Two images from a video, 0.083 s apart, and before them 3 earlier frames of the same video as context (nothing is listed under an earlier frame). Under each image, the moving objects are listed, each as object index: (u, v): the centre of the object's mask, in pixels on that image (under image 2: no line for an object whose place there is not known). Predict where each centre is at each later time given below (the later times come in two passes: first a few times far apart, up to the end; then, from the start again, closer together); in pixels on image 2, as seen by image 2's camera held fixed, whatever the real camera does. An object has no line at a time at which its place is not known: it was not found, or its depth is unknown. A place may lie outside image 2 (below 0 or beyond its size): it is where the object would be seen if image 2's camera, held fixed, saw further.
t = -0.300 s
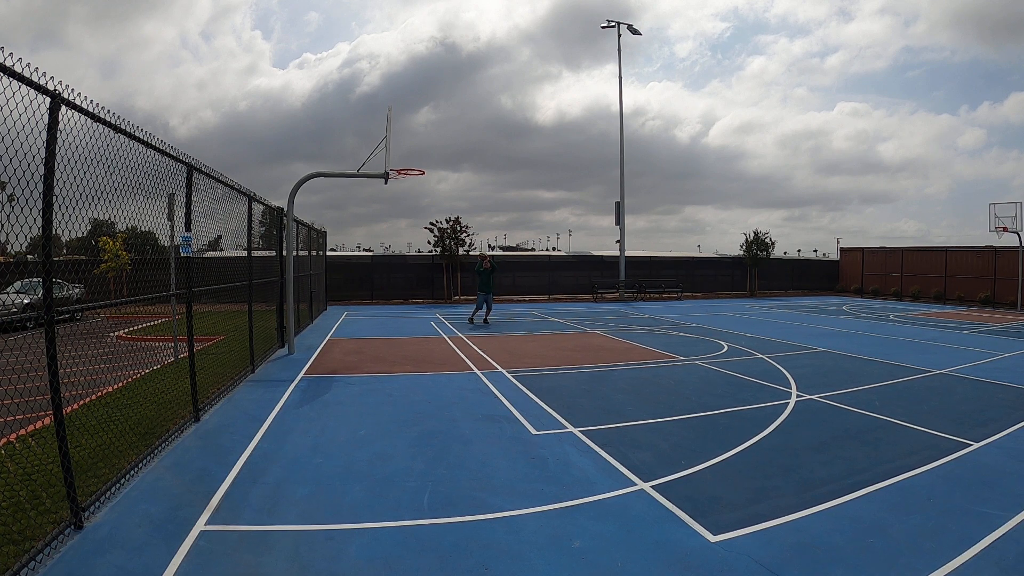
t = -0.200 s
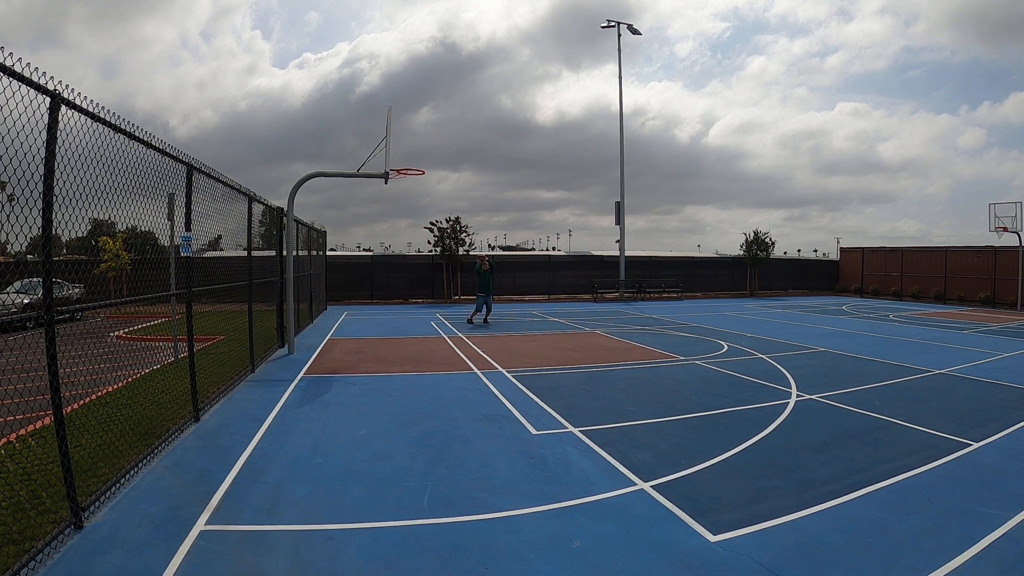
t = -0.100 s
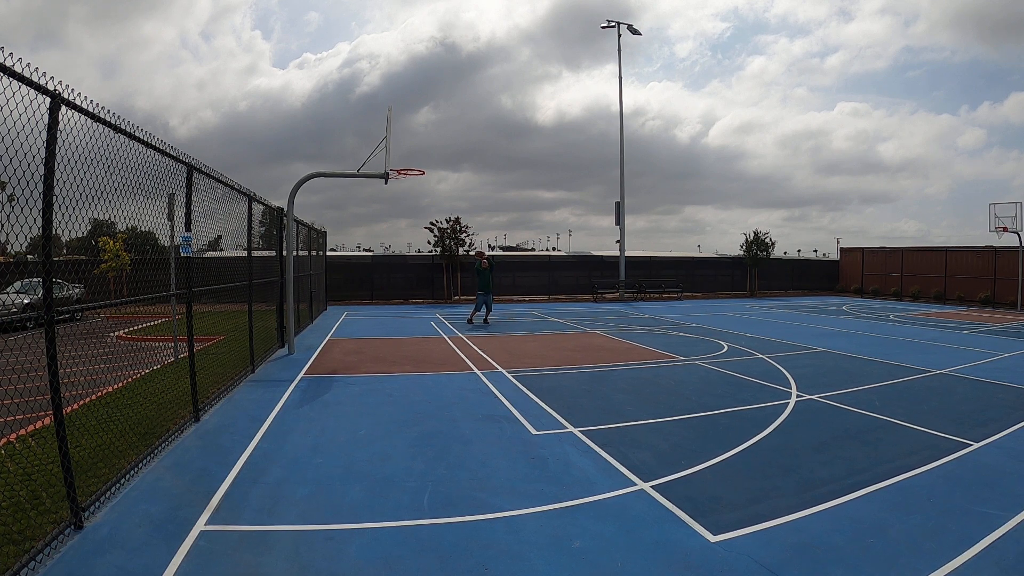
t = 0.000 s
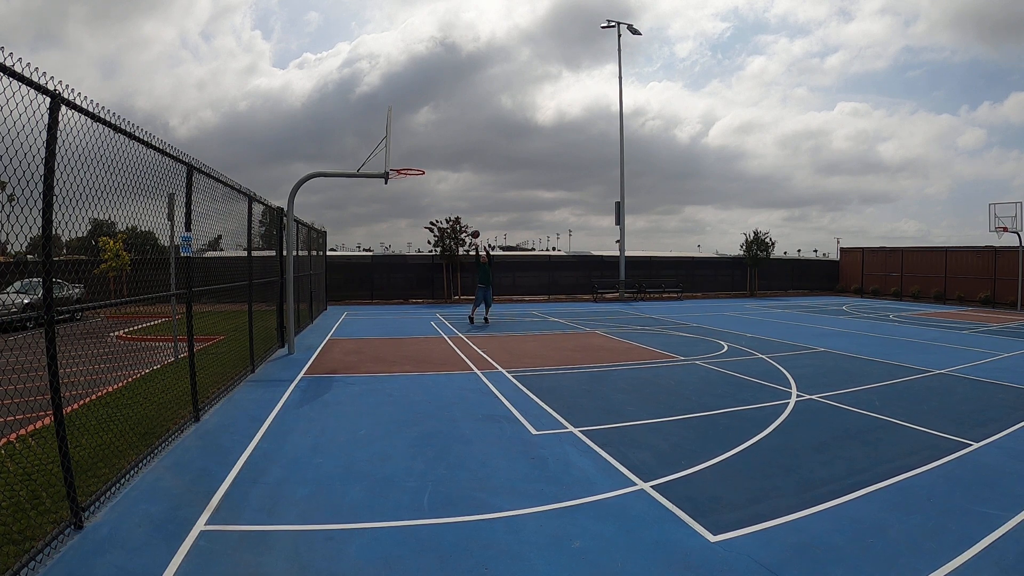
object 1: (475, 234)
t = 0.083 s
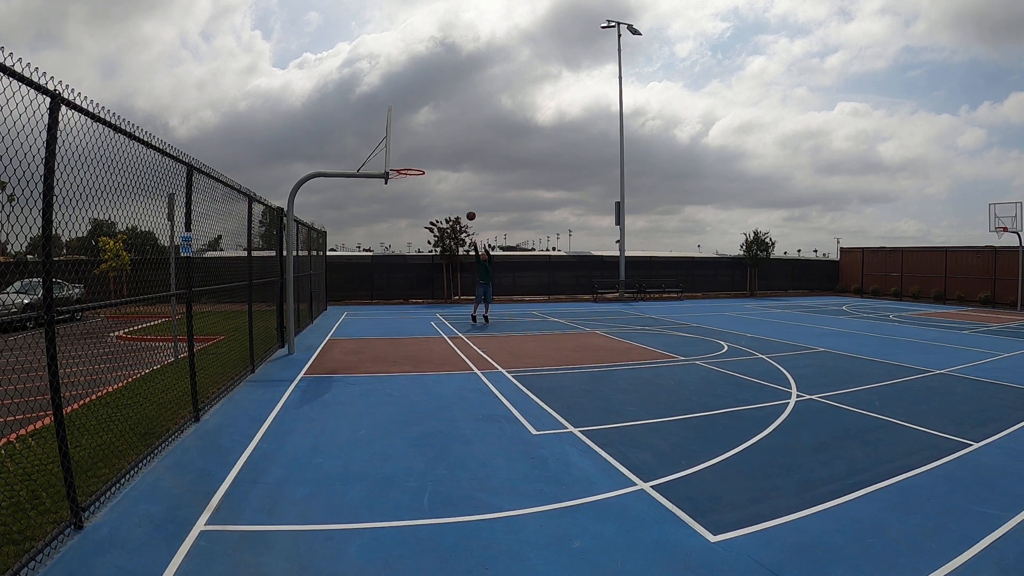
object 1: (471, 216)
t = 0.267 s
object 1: (461, 183)
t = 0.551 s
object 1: (442, 156)
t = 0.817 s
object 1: (419, 163)
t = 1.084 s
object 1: (396, 212)
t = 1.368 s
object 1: (376, 300)
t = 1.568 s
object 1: (367, 308)
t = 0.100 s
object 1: (470, 212)
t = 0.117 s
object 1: (469, 209)
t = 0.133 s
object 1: (468, 206)
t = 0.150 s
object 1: (467, 203)
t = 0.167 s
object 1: (466, 199)
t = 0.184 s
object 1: (465, 196)
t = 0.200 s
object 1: (464, 194)
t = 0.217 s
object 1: (463, 191)
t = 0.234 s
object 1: (463, 188)
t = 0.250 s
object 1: (462, 186)
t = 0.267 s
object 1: (461, 183)
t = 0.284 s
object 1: (459, 181)
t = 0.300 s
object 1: (458, 178)
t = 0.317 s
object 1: (457, 176)
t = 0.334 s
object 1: (456, 174)
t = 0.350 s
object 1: (455, 172)
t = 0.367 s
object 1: (454, 170)
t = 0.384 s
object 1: (453, 168)
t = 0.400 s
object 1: (452, 166)
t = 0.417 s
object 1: (451, 165)
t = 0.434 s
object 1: (450, 163)
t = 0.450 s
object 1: (449, 162)
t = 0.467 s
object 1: (448, 161)
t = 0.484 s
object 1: (446, 160)
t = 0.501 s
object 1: (445, 159)
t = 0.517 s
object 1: (444, 158)
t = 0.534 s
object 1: (443, 157)
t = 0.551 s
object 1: (442, 156)
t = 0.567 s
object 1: (440, 155)
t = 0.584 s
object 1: (439, 155)
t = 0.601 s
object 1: (438, 155)
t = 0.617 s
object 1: (436, 155)
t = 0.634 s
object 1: (435, 154)
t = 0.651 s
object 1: (434, 155)
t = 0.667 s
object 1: (432, 155)
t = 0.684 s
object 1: (431, 155)
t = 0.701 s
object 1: (430, 156)
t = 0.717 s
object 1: (428, 156)
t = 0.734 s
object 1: (427, 157)
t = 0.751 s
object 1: (425, 158)
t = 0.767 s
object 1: (424, 159)
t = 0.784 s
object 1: (422, 160)
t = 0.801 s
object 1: (421, 162)
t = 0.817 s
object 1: (419, 163)
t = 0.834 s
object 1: (418, 164)
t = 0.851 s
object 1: (416, 165)
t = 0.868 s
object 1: (414, 168)
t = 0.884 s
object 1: (413, 171)
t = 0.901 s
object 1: (411, 174)
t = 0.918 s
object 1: (409, 176)
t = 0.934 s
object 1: (408, 180)
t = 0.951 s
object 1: (407, 182)
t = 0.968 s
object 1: (405, 185)
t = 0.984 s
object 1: (404, 189)
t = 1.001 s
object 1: (403, 193)
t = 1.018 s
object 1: (401, 196)
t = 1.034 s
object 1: (400, 200)
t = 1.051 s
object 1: (399, 204)
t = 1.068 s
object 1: (397, 208)
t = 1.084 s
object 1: (396, 212)
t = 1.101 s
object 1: (395, 217)
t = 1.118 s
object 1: (393, 221)
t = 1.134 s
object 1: (392, 226)
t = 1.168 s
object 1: (390, 235)
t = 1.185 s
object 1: (388, 240)
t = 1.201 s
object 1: (387, 245)
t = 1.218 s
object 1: (386, 249)
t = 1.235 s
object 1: (385, 254)
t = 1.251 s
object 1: (384, 260)
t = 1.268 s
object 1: (382, 265)
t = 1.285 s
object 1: (382, 271)
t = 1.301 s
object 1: (380, 277)
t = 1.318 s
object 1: (379, 283)
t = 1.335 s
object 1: (378, 289)
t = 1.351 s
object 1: (377, 294)
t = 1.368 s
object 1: (376, 300)
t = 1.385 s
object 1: (375, 306)
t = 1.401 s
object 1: (374, 313)
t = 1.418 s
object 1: (373, 319)
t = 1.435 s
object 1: (371, 325)
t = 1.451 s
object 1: (371, 331)
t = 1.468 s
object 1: (370, 333)
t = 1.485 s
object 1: (369, 328)
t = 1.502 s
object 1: (369, 324)
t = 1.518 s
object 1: (368, 320)
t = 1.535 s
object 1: (368, 316)
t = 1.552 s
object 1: (368, 312)
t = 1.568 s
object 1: (367, 308)
